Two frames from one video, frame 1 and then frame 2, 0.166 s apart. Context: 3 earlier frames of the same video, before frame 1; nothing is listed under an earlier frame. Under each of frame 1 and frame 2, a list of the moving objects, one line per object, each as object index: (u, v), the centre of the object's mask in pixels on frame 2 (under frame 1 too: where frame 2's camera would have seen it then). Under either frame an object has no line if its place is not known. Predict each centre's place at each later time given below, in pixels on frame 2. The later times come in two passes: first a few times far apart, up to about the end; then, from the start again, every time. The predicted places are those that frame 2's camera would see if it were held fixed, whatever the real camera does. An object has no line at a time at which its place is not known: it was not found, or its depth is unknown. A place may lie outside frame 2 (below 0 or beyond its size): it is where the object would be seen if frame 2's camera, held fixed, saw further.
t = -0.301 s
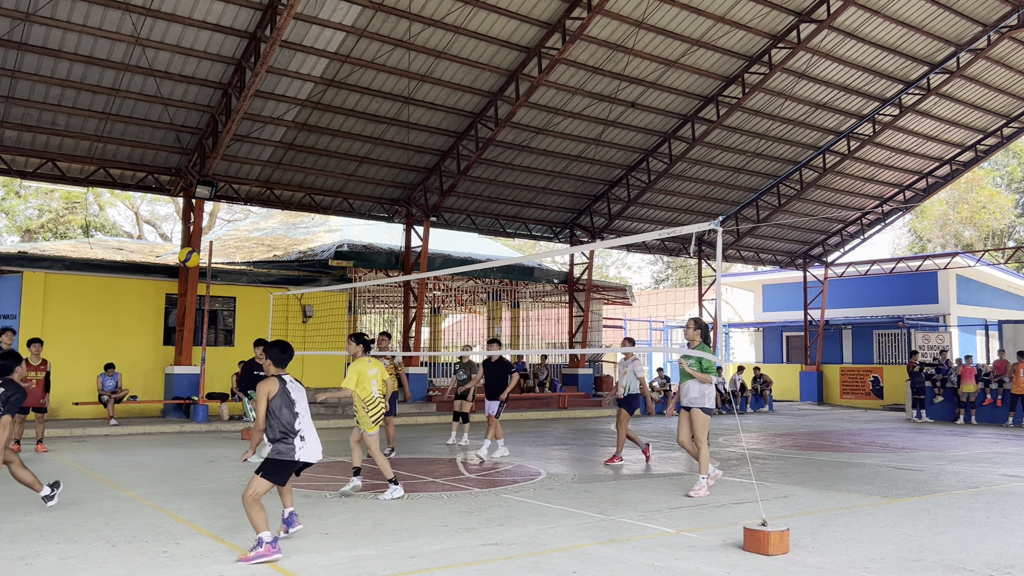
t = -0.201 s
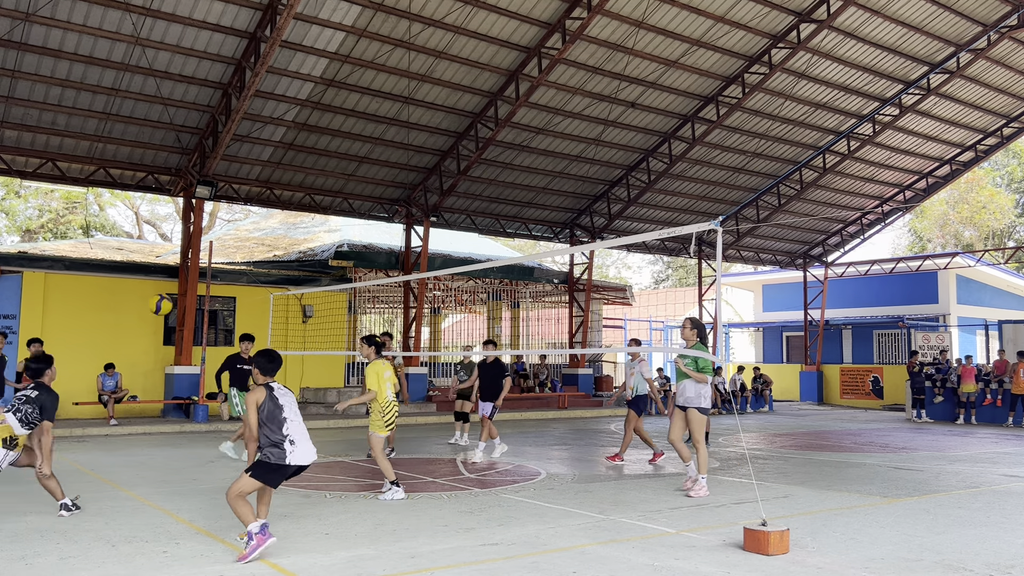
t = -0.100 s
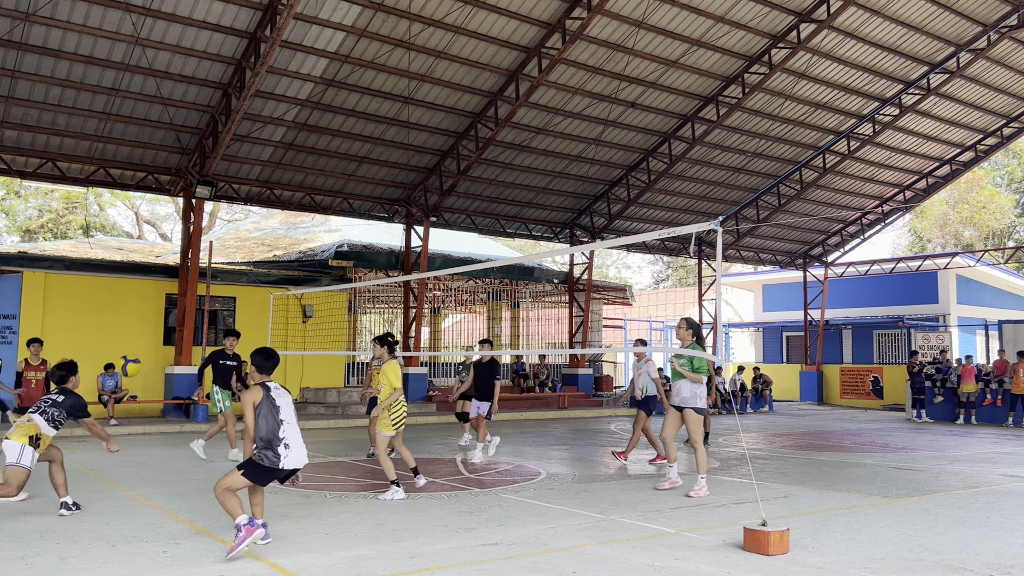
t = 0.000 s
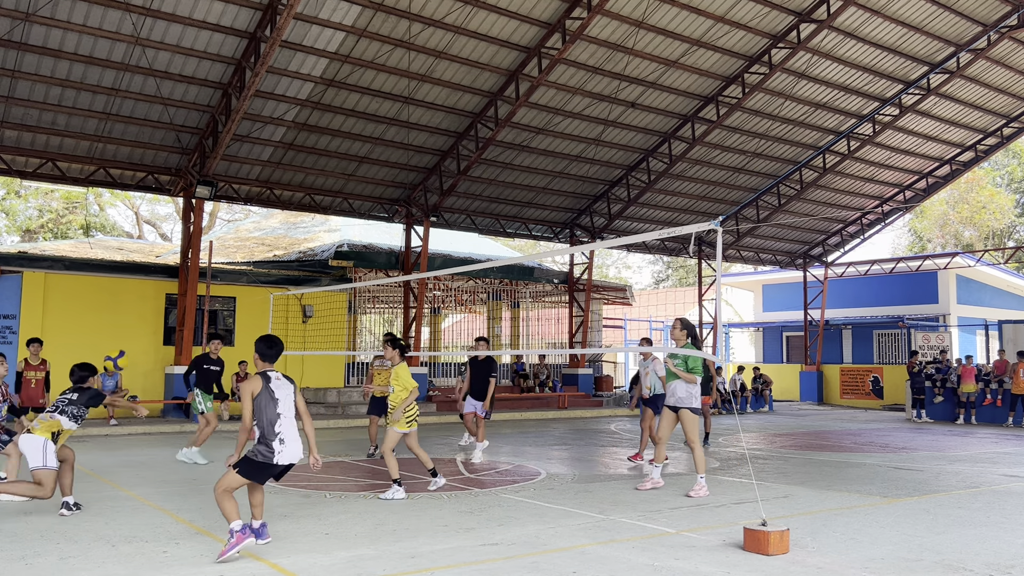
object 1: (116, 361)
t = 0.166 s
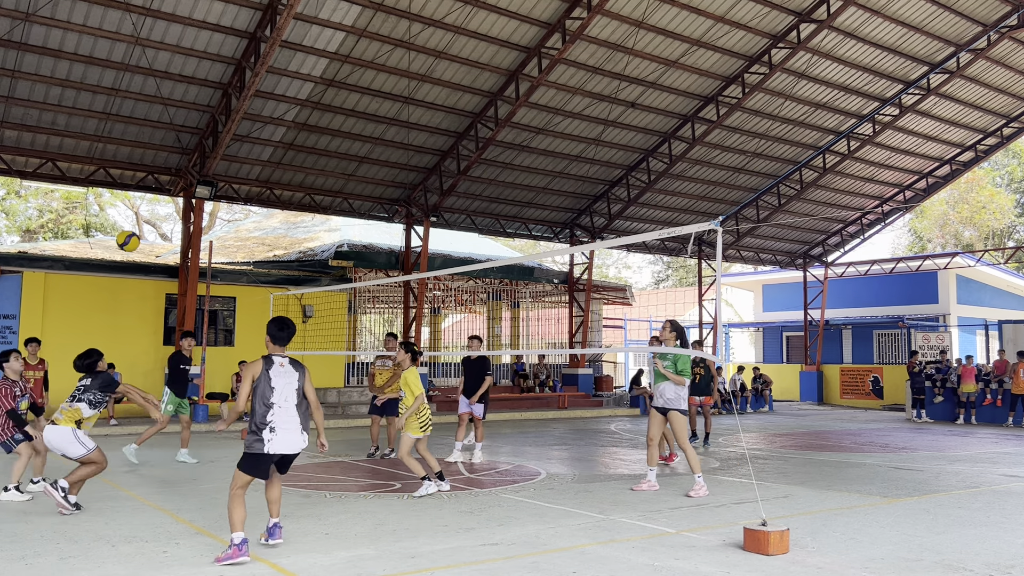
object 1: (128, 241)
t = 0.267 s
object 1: (133, 186)
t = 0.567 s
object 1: (144, 90)
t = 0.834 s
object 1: (150, 81)
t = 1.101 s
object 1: (152, 136)
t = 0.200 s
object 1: (130, 222)
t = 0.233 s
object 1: (132, 203)
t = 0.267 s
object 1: (133, 186)
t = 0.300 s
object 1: (135, 171)
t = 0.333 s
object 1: (136, 156)
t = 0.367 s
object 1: (137, 143)
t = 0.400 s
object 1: (139, 132)
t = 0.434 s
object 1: (140, 121)
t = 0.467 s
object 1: (141, 112)
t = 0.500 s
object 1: (142, 104)
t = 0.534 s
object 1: (143, 97)
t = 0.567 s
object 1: (144, 90)
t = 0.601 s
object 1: (145, 85)
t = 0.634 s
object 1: (146, 82)
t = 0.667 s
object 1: (147, 79)
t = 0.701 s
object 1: (148, 77)
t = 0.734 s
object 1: (148, 76)
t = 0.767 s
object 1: (149, 77)
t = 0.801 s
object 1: (149, 78)
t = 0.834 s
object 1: (150, 81)
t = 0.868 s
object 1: (150, 84)
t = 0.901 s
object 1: (151, 88)
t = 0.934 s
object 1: (151, 94)
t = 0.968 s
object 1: (151, 100)
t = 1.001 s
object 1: (152, 108)
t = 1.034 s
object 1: (152, 117)
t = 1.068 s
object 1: (152, 126)
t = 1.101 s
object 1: (152, 136)
